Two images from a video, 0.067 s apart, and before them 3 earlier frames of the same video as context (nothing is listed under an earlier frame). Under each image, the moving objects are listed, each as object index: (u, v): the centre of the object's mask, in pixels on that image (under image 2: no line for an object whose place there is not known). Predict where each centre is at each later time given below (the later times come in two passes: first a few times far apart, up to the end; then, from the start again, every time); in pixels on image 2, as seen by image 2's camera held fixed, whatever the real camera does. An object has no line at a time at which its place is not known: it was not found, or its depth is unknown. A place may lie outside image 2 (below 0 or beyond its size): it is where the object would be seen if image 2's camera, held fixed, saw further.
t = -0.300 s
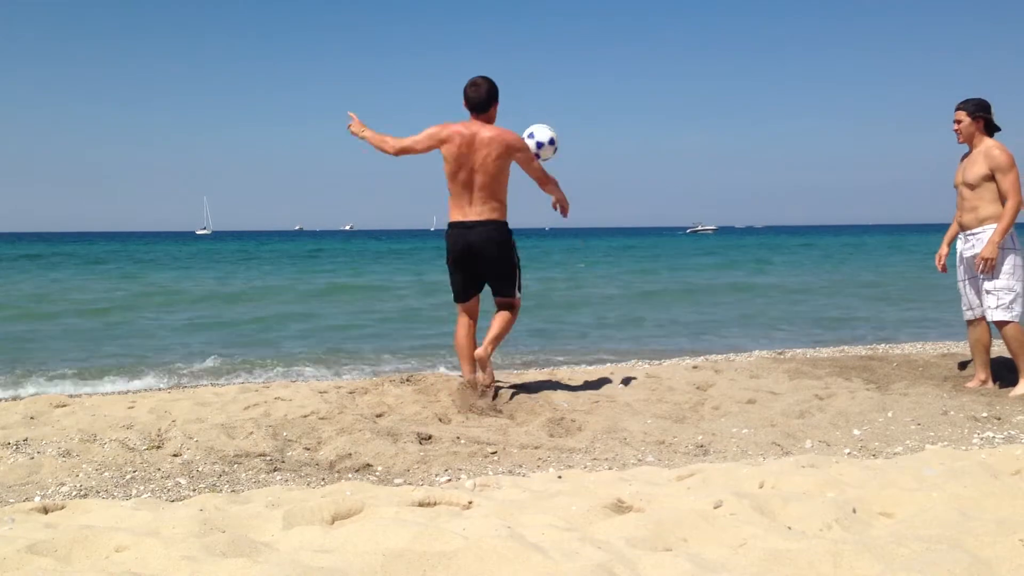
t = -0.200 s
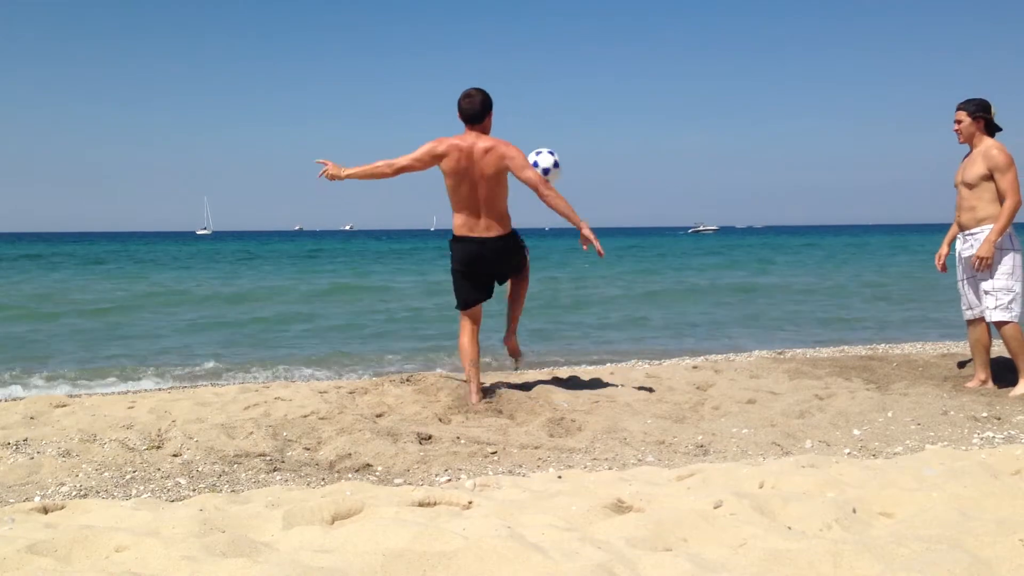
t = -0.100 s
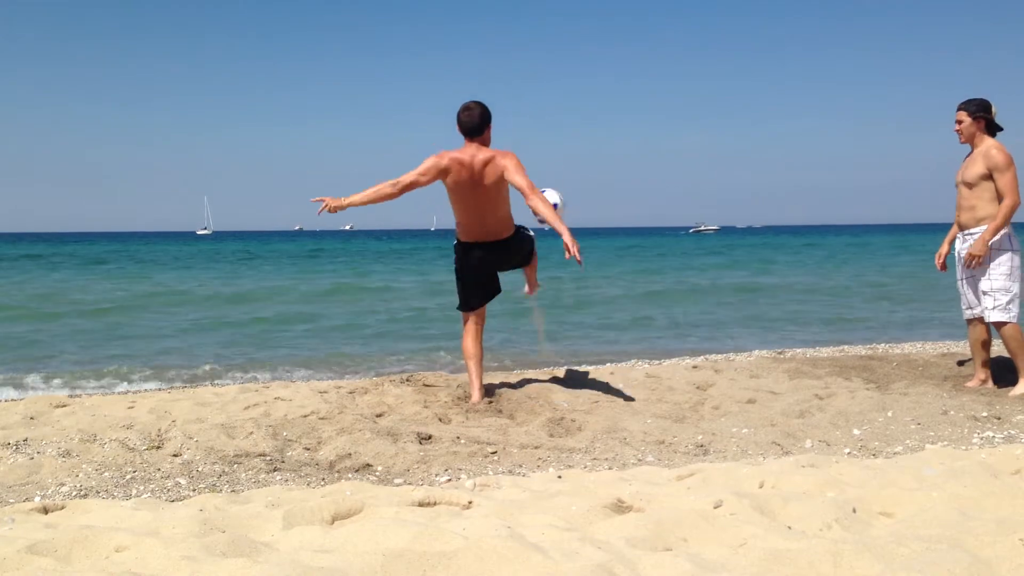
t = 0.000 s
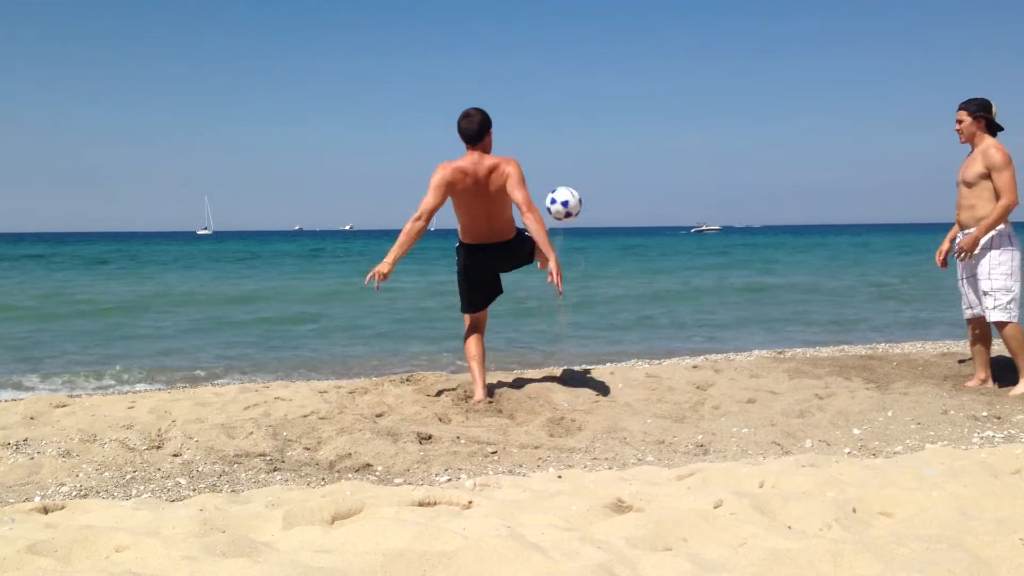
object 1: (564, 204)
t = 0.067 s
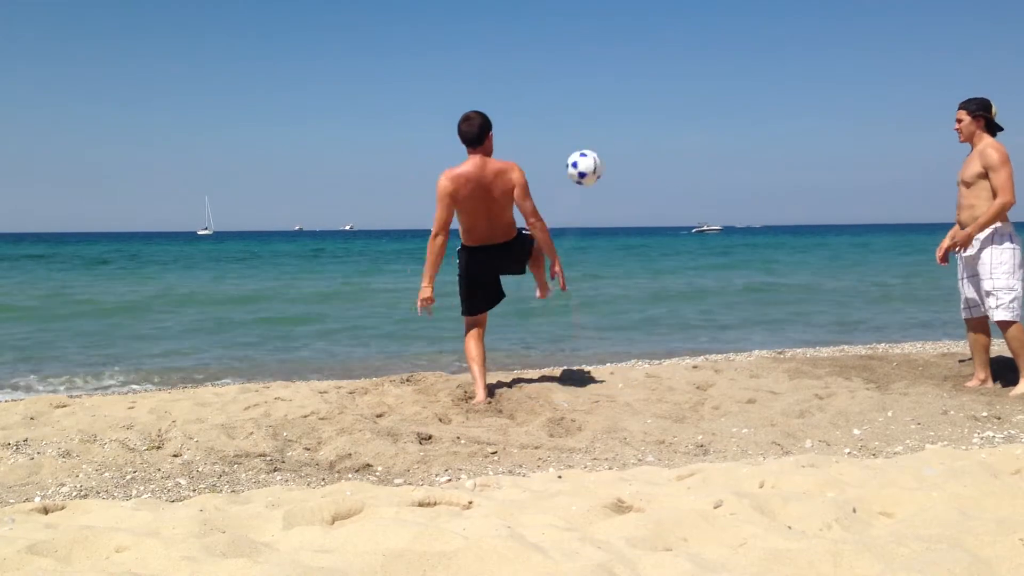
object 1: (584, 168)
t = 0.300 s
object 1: (661, 89)
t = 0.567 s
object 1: (758, 103)
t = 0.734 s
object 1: (823, 177)
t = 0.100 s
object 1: (595, 151)
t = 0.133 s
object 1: (606, 137)
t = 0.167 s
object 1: (616, 124)
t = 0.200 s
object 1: (627, 113)
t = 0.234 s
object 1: (638, 104)
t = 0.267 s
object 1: (650, 95)
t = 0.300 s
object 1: (661, 89)
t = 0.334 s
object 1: (673, 85)
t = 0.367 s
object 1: (684, 82)
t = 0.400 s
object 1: (696, 81)
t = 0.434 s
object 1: (708, 81)
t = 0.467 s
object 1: (721, 84)
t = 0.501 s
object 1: (733, 89)
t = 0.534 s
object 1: (745, 95)
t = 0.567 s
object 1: (758, 103)
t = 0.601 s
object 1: (771, 114)
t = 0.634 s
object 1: (784, 127)
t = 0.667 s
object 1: (797, 141)
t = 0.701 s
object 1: (810, 158)
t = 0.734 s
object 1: (823, 177)
